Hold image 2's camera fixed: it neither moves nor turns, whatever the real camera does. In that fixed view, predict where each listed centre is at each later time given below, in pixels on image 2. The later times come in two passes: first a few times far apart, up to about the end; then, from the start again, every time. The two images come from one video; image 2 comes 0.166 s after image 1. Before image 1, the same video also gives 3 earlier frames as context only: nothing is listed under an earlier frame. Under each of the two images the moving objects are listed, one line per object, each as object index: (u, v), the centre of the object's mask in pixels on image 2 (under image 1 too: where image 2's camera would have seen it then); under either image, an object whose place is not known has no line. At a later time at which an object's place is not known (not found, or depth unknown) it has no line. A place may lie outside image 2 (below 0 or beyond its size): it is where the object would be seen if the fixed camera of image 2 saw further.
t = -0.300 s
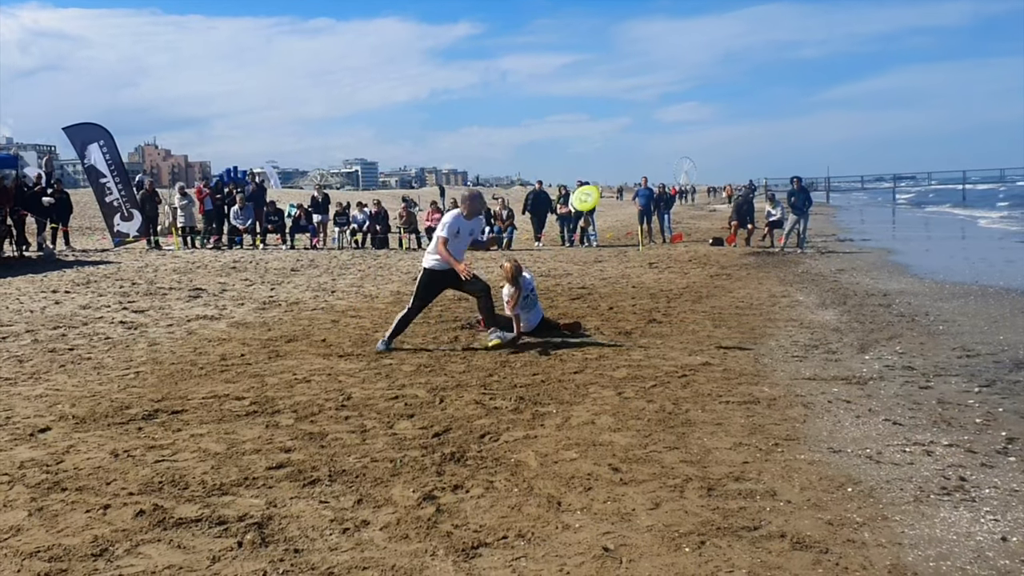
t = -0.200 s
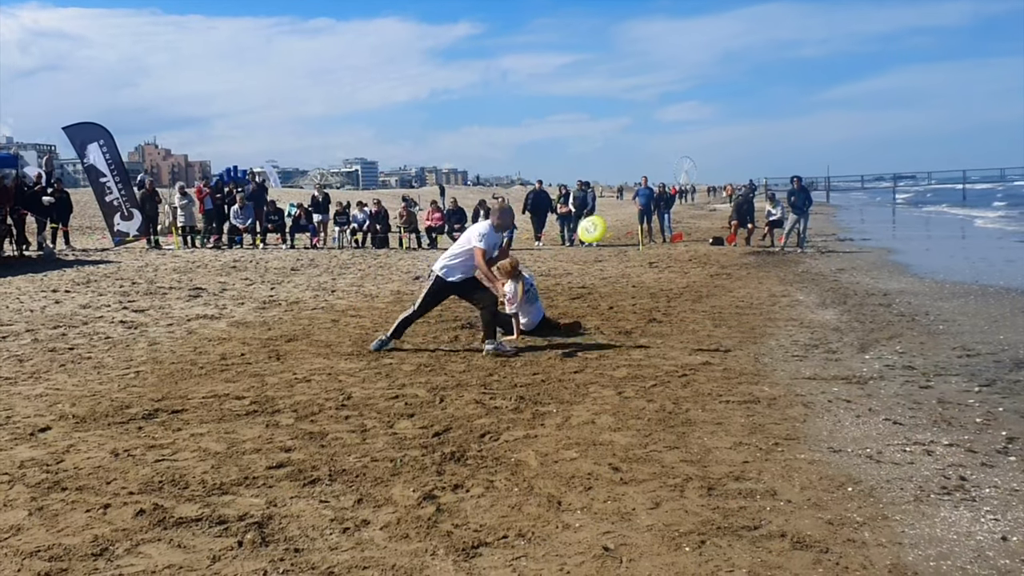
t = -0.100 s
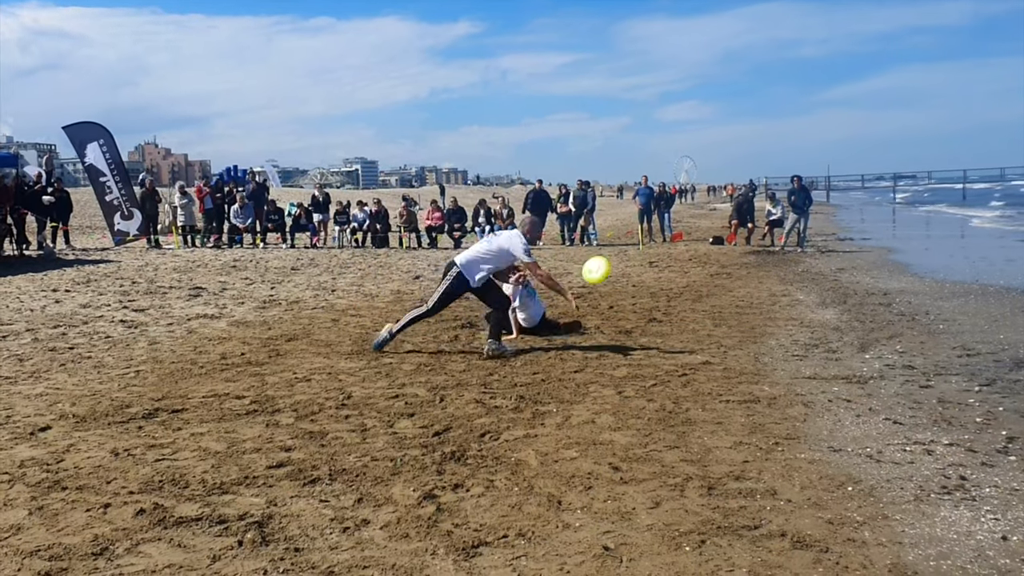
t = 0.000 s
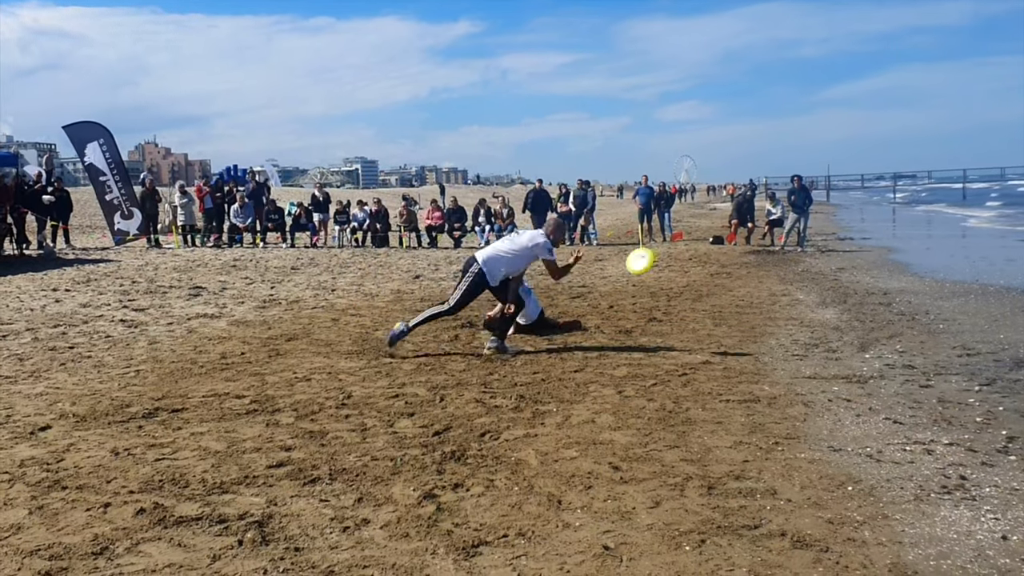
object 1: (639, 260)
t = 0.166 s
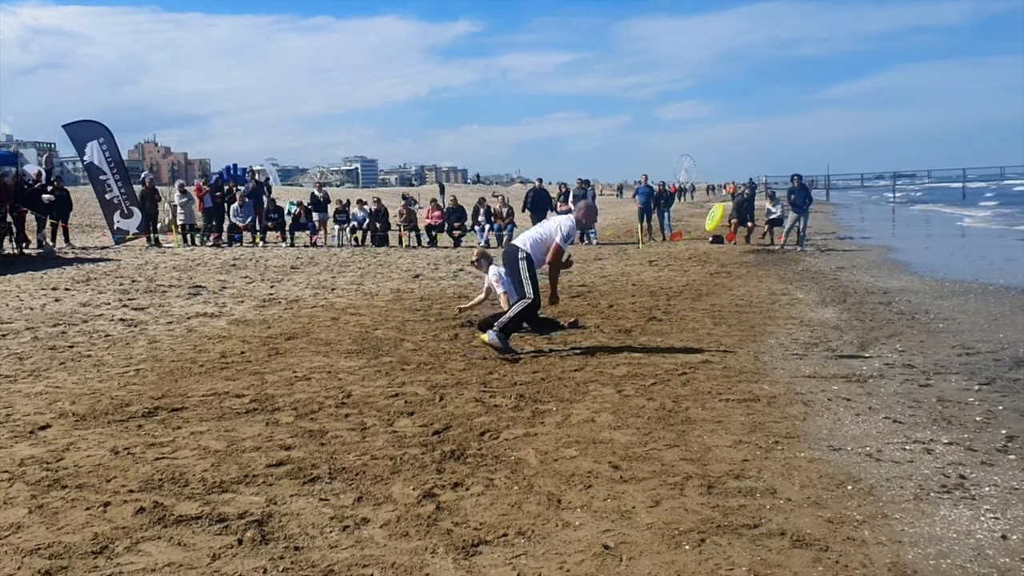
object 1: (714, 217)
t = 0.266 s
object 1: (748, 197)
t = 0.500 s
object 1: (808, 175)
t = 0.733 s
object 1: (842, 189)
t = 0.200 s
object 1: (726, 210)
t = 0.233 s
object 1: (738, 203)
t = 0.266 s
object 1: (748, 197)
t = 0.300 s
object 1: (759, 192)
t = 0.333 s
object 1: (769, 187)
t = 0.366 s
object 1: (778, 183)
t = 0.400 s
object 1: (786, 180)
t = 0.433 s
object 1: (794, 178)
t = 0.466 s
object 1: (801, 175)
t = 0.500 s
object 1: (808, 175)
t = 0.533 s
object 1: (815, 174)
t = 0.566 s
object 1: (820, 175)
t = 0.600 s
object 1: (826, 176)
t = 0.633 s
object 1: (831, 178)
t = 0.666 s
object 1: (835, 181)
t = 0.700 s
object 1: (839, 185)
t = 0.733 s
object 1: (842, 189)
